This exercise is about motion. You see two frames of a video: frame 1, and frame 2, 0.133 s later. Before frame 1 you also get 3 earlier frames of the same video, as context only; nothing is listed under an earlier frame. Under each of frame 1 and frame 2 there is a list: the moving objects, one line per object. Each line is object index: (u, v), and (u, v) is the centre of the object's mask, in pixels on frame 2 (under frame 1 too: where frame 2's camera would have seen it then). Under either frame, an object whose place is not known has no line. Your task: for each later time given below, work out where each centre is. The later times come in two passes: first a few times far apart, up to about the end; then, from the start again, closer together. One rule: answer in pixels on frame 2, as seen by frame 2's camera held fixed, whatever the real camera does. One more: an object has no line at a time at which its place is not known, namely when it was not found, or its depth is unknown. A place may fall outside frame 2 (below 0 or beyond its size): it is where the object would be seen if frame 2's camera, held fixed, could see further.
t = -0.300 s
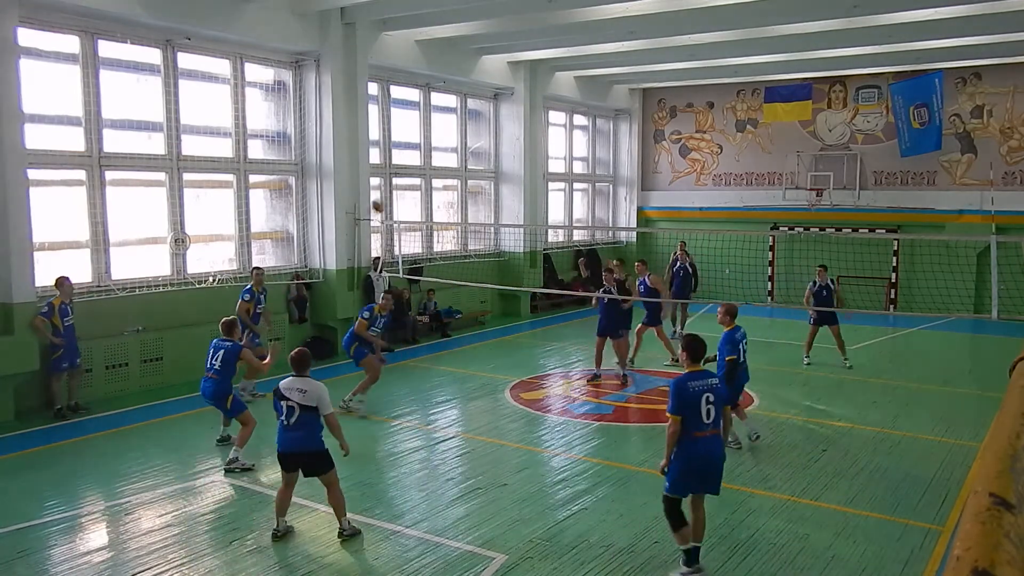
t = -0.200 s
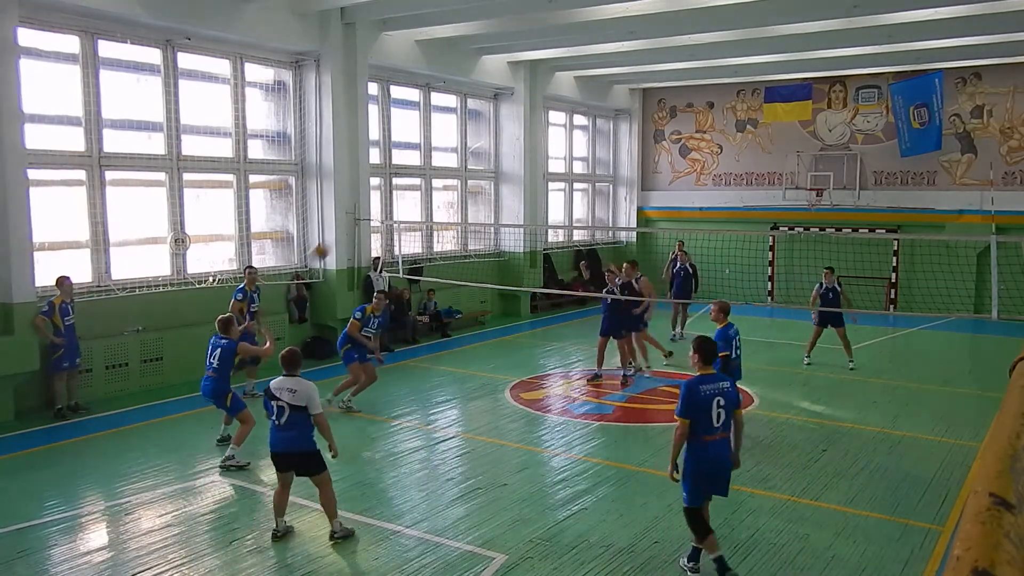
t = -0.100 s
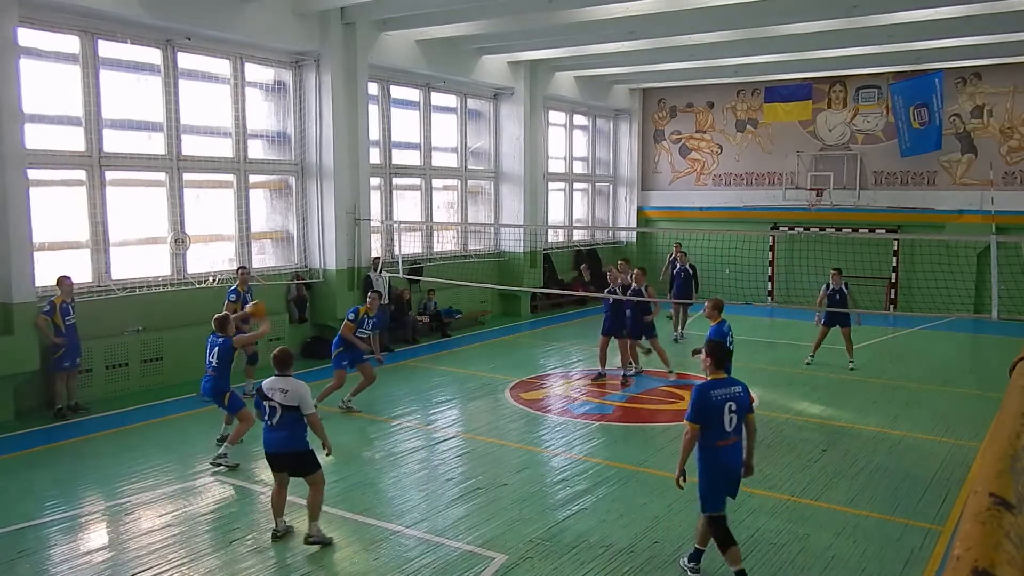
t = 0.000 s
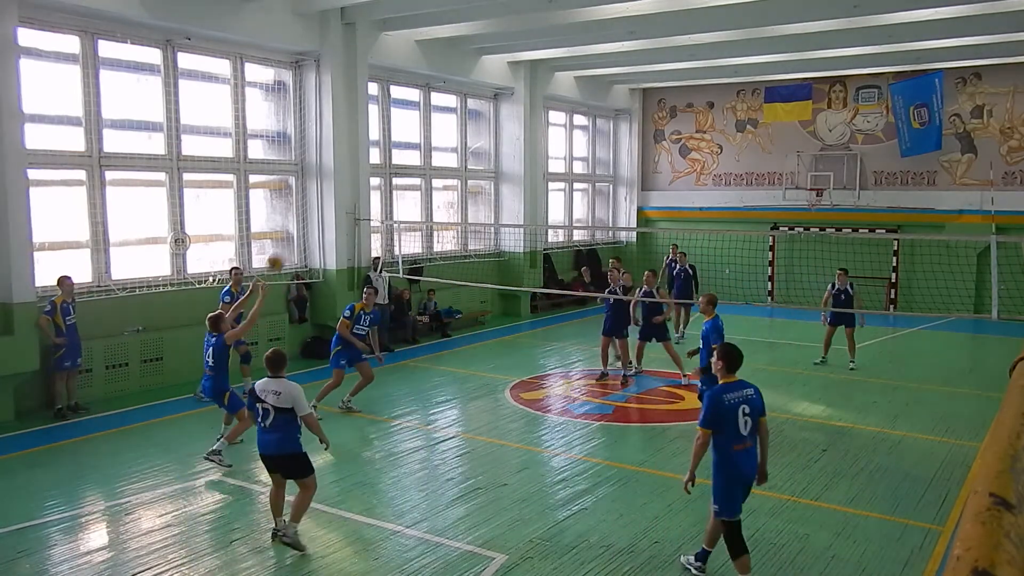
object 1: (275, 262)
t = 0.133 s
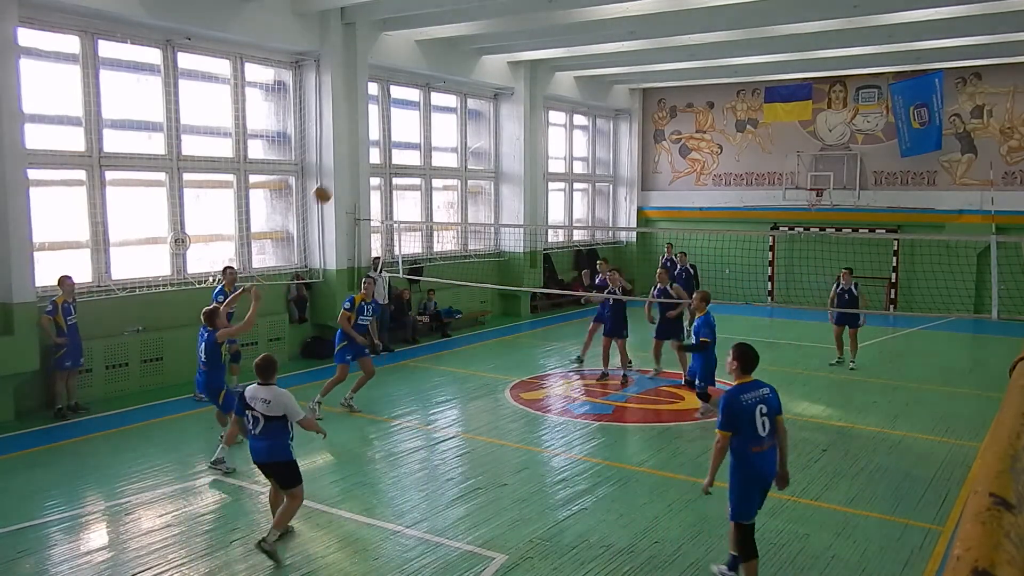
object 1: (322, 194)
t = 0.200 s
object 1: (345, 166)
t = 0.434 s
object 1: (425, 102)
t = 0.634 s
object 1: (493, 87)
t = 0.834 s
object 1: (555, 106)
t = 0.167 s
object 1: (334, 178)
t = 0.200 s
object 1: (345, 166)
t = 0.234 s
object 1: (356, 154)
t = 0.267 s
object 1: (367, 143)
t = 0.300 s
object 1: (380, 133)
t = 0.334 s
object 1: (391, 124)
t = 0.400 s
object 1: (414, 108)
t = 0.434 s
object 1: (425, 102)
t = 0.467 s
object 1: (436, 96)
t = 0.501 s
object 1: (448, 93)
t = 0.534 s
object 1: (460, 90)
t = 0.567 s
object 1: (470, 88)
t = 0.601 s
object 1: (481, 87)
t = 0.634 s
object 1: (493, 87)
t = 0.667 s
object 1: (503, 88)
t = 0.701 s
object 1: (513, 90)
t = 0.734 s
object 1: (524, 93)
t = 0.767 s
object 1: (535, 96)
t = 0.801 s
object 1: (545, 101)
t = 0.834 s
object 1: (555, 106)
